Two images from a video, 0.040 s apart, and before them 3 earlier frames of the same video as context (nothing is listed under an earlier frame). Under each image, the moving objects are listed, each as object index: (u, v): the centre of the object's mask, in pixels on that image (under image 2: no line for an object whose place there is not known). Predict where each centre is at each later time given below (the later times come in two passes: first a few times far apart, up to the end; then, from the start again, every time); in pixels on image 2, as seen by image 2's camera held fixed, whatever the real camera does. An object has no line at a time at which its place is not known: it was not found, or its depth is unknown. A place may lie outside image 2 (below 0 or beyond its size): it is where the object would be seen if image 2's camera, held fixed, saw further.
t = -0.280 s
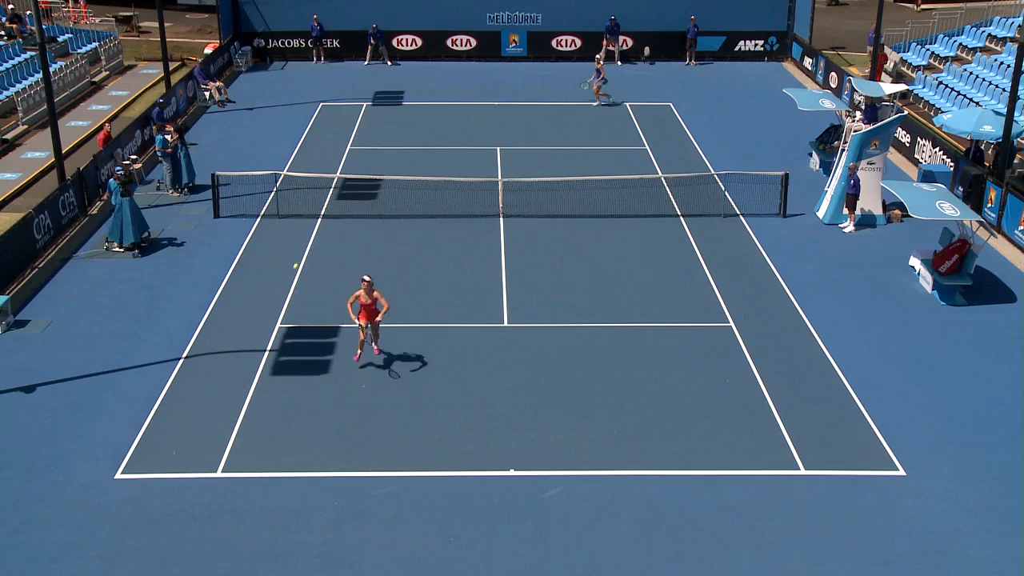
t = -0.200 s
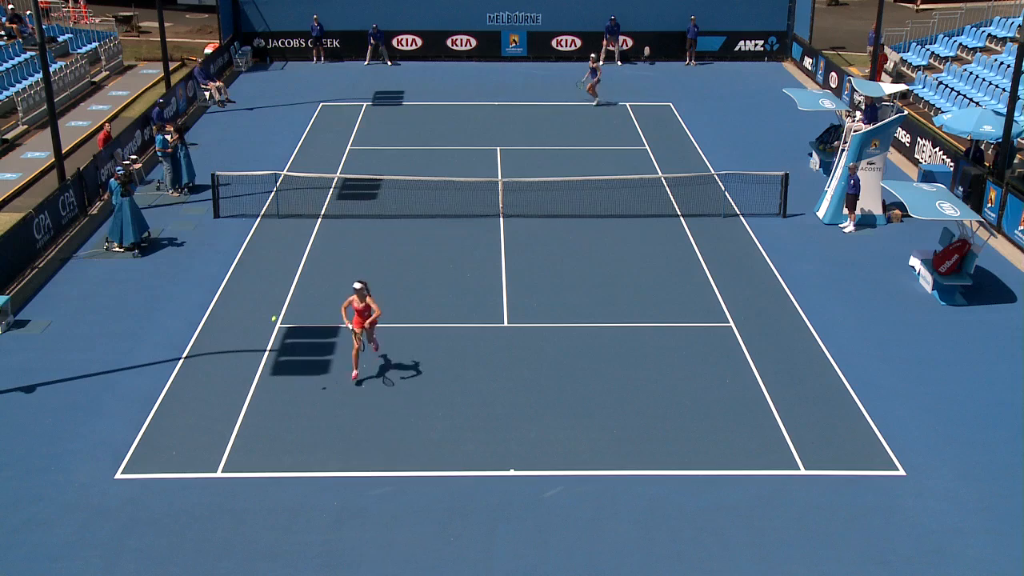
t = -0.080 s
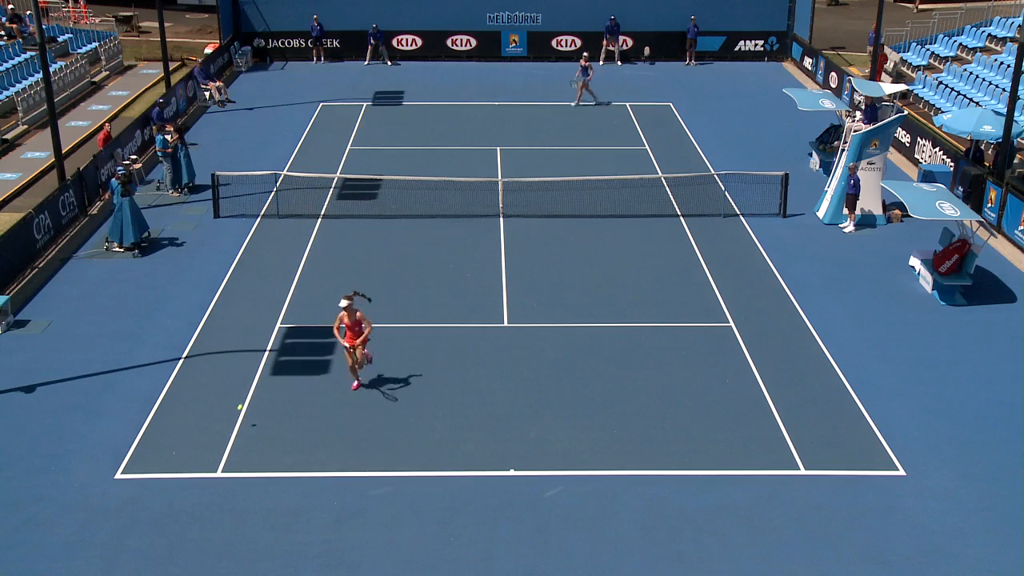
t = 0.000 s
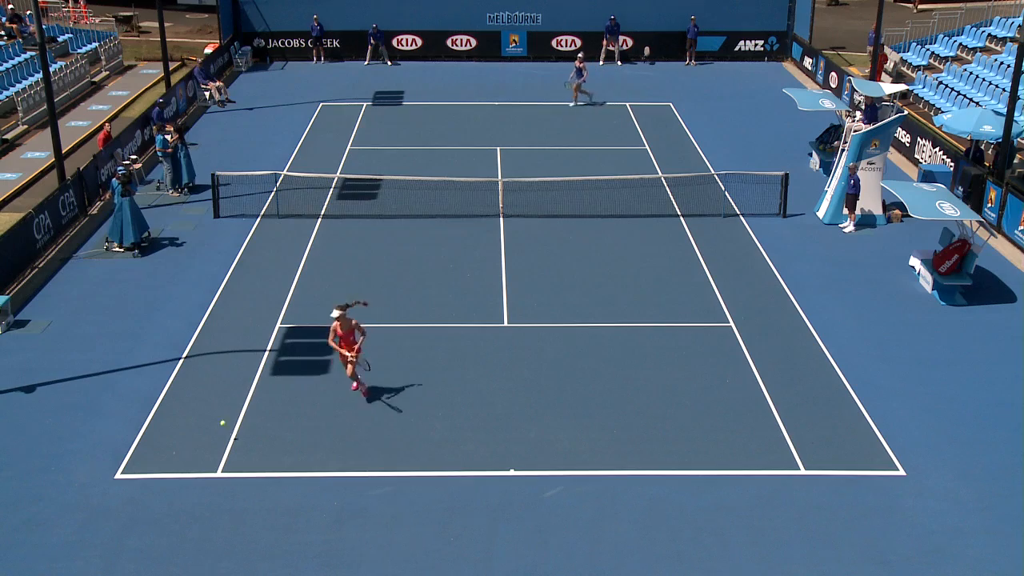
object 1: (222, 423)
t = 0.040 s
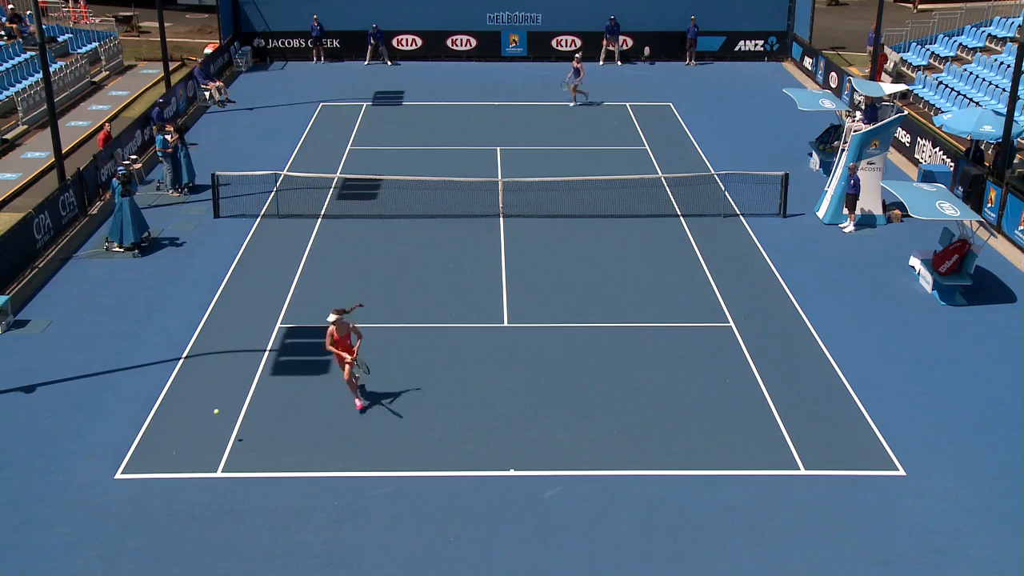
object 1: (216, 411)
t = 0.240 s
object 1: (184, 367)
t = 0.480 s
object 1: (144, 346)
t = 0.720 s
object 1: (106, 365)
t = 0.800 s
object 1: (93, 380)
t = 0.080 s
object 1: (209, 401)
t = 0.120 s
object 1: (203, 390)
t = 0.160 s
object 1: (197, 382)
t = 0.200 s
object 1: (190, 374)
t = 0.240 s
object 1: (184, 367)
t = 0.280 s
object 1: (177, 361)
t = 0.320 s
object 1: (170, 356)
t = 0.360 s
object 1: (164, 352)
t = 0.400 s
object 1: (157, 349)
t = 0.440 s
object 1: (150, 346)
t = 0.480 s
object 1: (144, 346)
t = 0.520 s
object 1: (137, 346)
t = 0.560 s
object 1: (131, 347)
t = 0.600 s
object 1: (125, 350)
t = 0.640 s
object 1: (118, 353)
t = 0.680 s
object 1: (112, 359)
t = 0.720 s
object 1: (106, 365)
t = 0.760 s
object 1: (100, 372)
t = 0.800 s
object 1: (93, 380)
